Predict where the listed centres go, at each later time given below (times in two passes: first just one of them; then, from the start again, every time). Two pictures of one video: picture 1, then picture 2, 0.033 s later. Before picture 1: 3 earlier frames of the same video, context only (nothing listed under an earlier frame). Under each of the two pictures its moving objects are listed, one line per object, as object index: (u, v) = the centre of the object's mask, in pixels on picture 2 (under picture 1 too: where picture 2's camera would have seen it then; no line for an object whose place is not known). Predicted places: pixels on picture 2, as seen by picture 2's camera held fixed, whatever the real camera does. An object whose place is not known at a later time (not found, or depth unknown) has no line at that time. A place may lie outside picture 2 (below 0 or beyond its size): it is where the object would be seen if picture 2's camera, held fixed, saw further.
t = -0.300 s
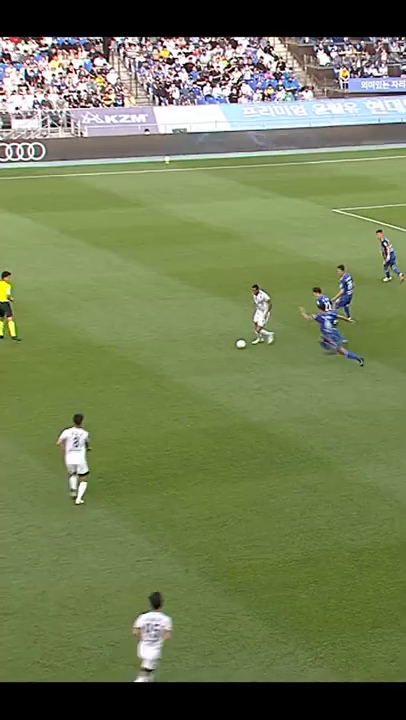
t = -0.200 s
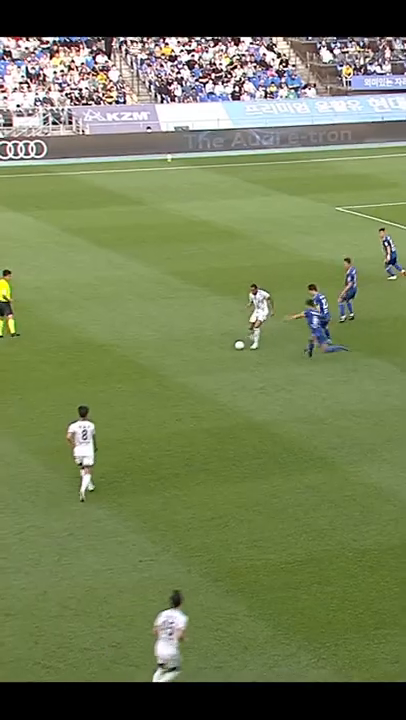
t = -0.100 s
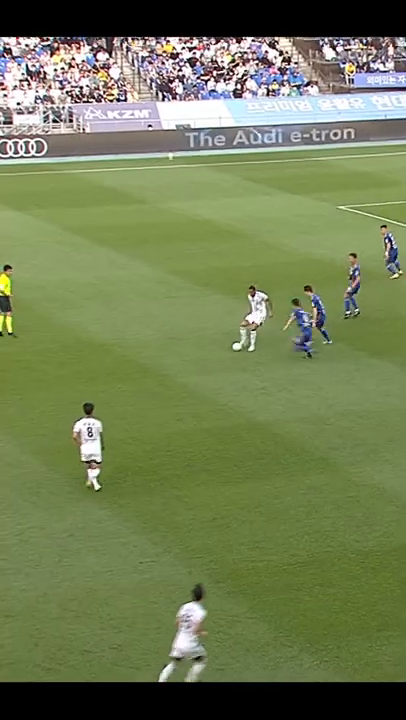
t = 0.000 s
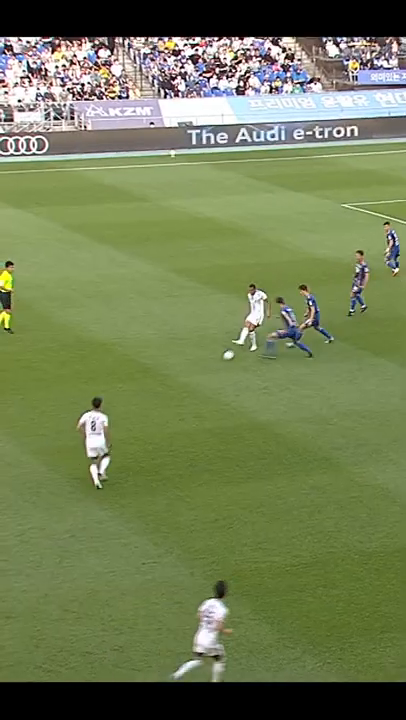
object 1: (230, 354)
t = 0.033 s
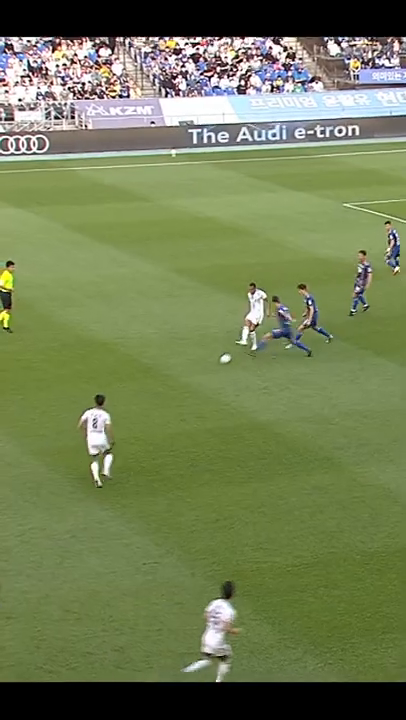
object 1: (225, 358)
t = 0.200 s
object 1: (205, 378)
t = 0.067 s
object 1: (221, 362)
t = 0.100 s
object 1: (217, 367)
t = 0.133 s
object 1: (213, 372)
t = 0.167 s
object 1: (209, 375)
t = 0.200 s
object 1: (205, 378)
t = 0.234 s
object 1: (200, 381)
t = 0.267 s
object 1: (196, 386)
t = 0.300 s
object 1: (193, 390)
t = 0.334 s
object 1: (189, 395)
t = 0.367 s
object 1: (185, 401)
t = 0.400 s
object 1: (182, 404)
